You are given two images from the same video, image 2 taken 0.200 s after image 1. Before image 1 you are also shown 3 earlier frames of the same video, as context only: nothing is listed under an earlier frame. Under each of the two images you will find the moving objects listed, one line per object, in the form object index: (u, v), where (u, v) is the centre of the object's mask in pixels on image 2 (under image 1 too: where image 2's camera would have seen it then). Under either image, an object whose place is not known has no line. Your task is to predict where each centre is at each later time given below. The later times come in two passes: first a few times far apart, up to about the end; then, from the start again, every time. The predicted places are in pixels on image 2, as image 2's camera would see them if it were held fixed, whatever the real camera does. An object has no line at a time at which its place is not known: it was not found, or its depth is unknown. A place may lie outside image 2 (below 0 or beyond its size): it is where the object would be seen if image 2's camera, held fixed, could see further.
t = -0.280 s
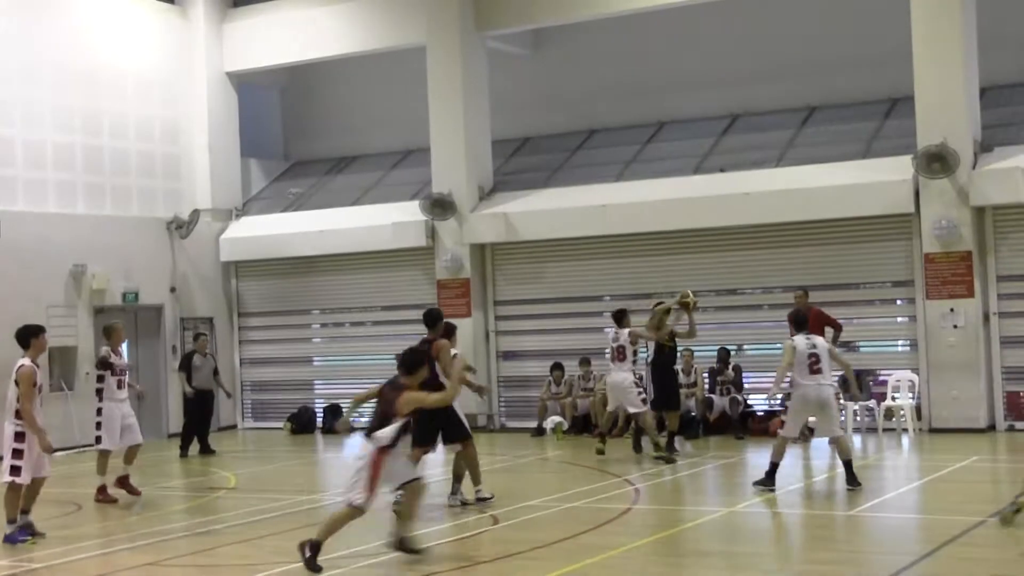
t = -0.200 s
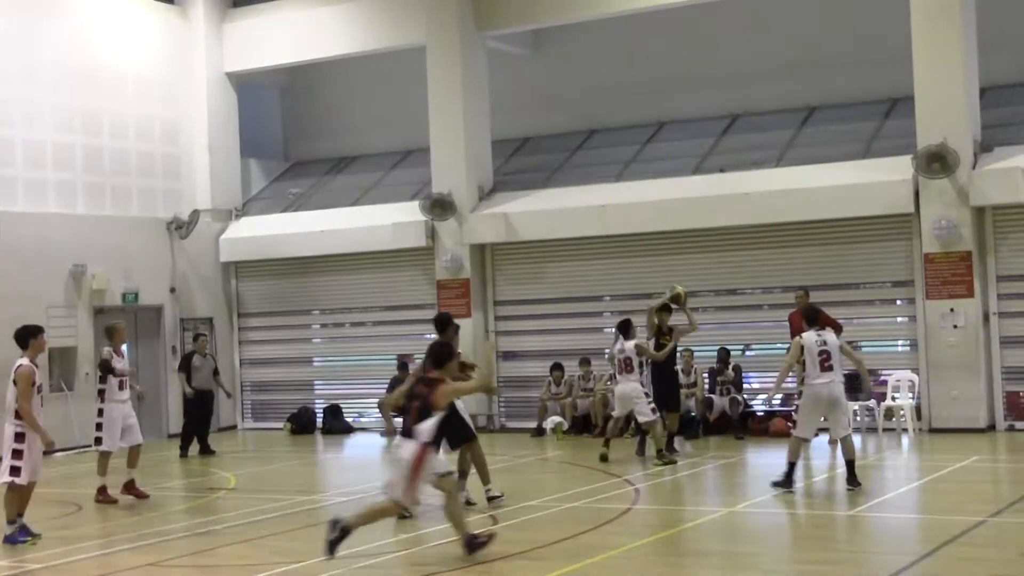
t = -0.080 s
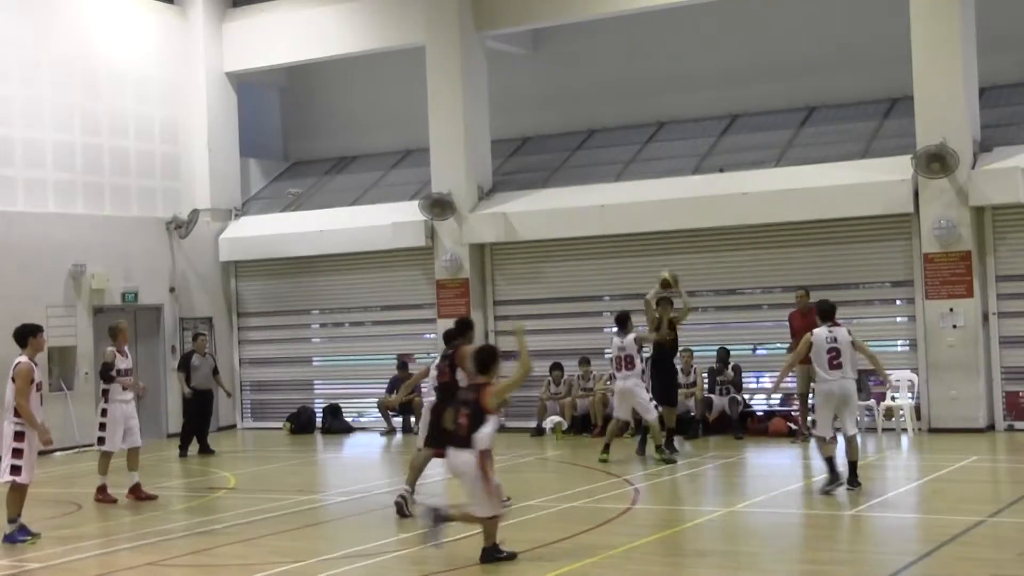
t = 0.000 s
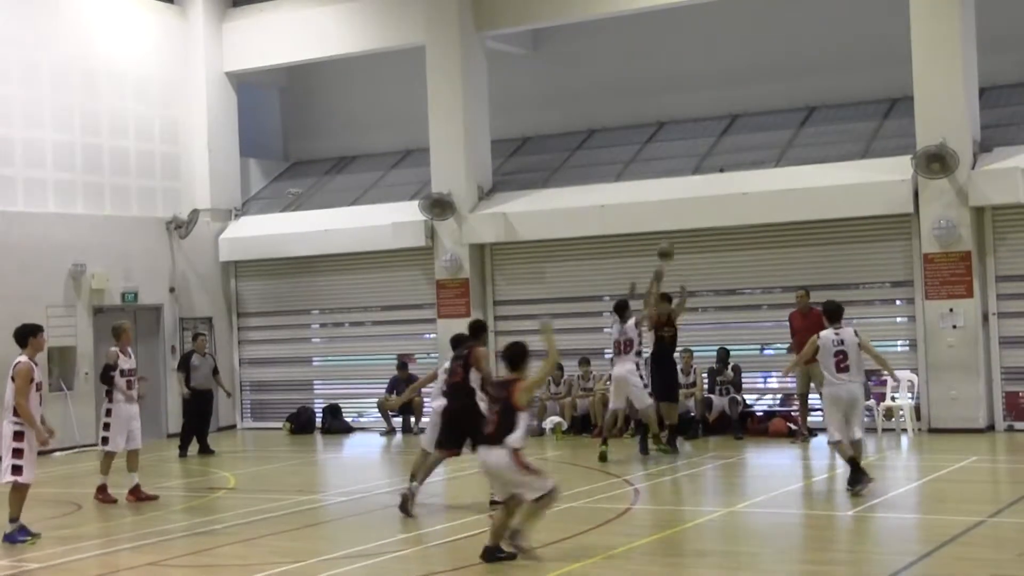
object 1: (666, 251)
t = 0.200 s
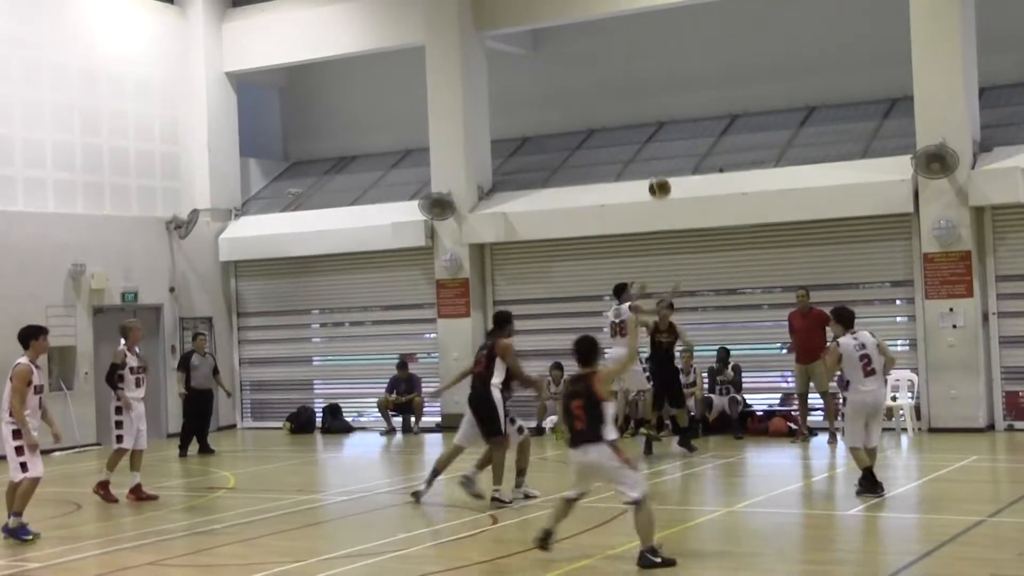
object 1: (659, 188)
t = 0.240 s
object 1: (658, 178)
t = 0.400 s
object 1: (654, 150)
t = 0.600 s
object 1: (651, 149)
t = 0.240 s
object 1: (658, 178)
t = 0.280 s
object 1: (657, 169)
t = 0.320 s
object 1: (656, 162)
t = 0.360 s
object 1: (655, 155)
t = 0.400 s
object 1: (654, 150)
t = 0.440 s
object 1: (654, 147)
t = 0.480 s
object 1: (653, 146)
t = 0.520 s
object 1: (653, 145)
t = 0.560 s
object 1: (652, 146)
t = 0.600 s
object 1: (651, 149)
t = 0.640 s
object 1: (650, 155)
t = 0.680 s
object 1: (650, 162)
